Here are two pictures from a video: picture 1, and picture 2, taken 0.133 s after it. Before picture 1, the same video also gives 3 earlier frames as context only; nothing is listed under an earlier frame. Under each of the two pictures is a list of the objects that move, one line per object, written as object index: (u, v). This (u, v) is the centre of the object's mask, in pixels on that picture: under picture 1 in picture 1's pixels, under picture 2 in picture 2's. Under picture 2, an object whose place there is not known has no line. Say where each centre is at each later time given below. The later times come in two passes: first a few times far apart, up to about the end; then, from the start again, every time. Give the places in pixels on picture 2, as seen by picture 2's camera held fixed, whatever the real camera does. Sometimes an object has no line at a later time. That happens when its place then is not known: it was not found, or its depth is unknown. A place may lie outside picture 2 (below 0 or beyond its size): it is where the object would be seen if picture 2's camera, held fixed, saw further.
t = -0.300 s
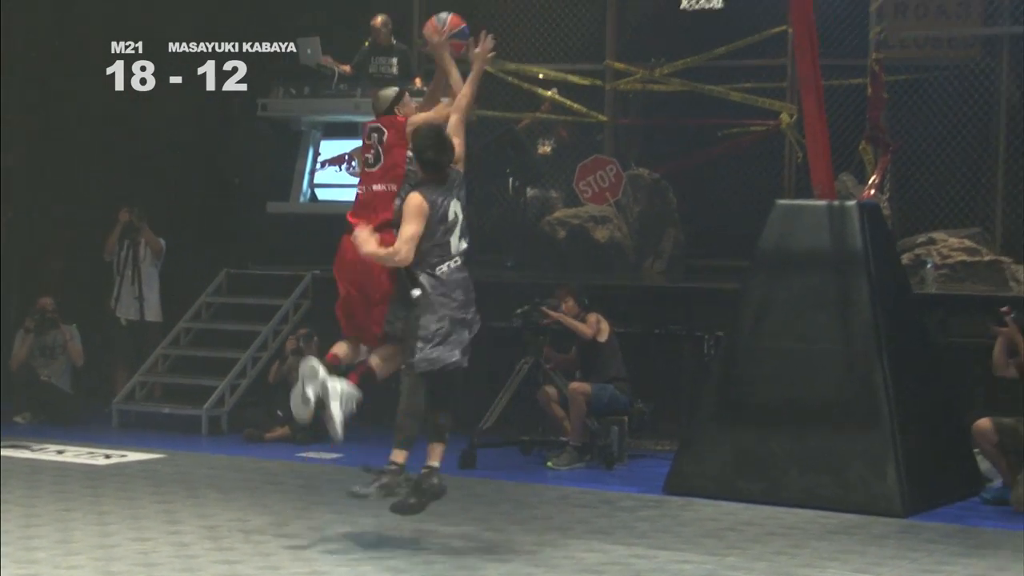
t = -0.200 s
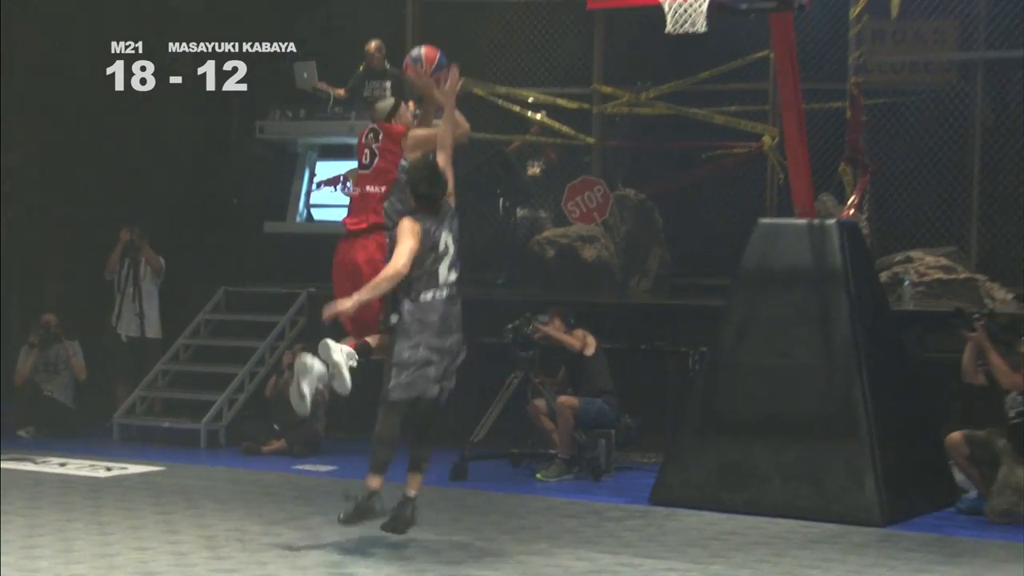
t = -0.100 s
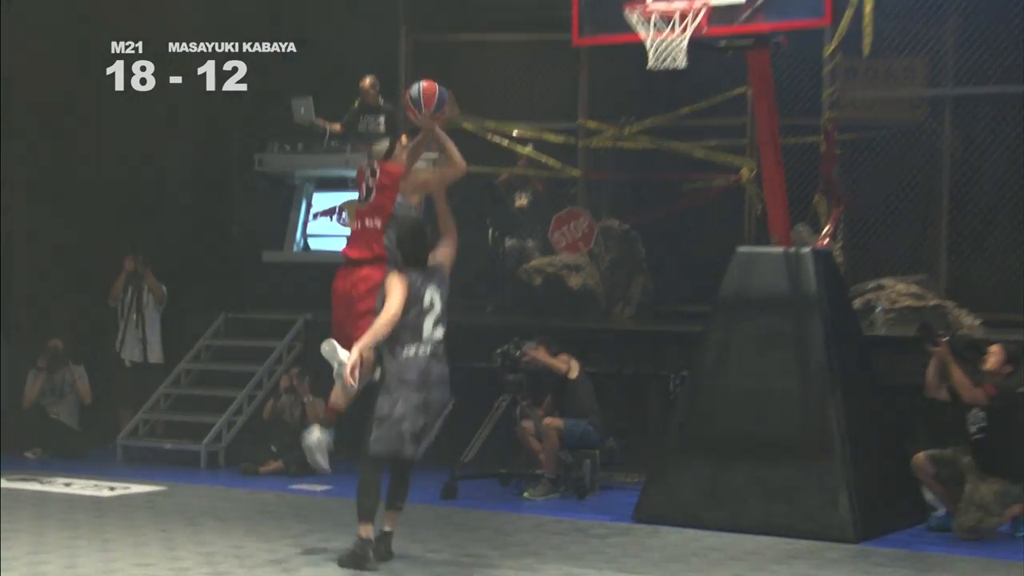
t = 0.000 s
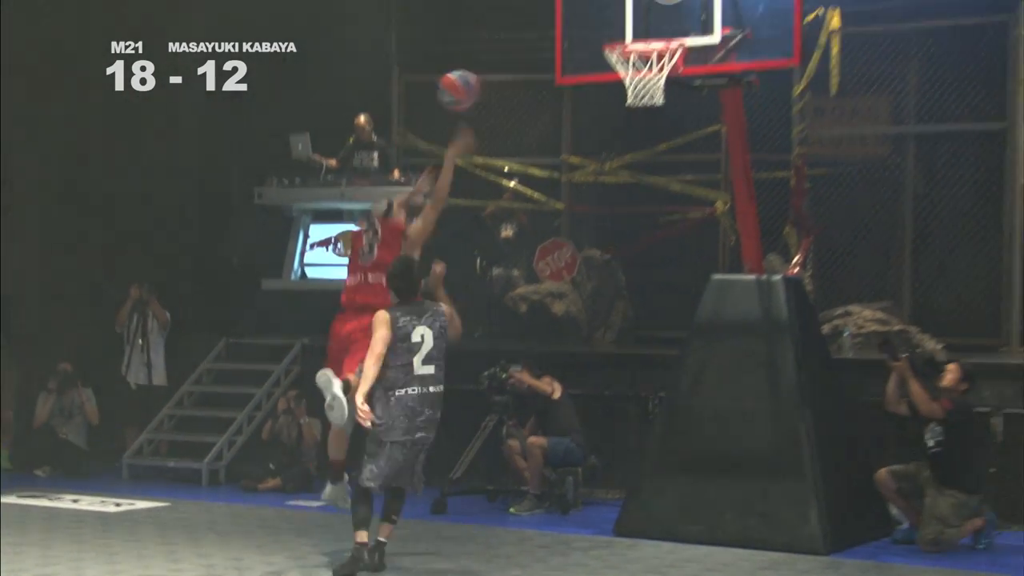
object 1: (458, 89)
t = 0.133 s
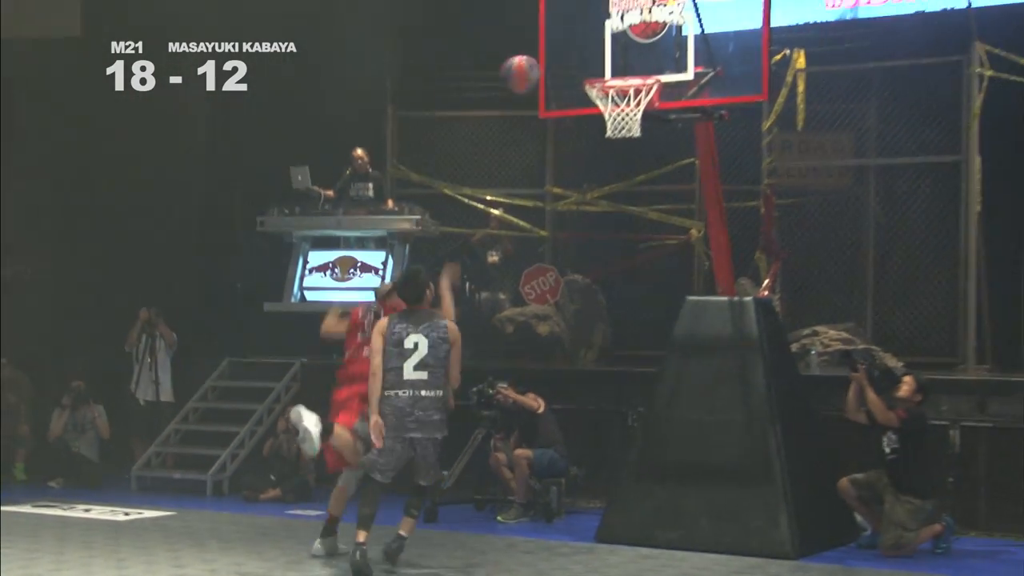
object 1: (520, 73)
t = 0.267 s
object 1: (591, 51)
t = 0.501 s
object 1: (640, 64)
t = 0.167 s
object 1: (539, 66)
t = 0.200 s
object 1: (557, 59)
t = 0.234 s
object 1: (575, 54)
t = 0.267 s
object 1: (591, 51)
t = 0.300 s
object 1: (612, 49)
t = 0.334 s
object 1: (625, 49)
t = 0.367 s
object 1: (629, 51)
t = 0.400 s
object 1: (634, 53)
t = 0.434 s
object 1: (639, 58)
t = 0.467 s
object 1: (643, 61)
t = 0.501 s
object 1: (640, 64)
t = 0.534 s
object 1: (632, 66)
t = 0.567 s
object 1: (619, 67)
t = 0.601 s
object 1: (609, 68)
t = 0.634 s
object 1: (604, 69)
